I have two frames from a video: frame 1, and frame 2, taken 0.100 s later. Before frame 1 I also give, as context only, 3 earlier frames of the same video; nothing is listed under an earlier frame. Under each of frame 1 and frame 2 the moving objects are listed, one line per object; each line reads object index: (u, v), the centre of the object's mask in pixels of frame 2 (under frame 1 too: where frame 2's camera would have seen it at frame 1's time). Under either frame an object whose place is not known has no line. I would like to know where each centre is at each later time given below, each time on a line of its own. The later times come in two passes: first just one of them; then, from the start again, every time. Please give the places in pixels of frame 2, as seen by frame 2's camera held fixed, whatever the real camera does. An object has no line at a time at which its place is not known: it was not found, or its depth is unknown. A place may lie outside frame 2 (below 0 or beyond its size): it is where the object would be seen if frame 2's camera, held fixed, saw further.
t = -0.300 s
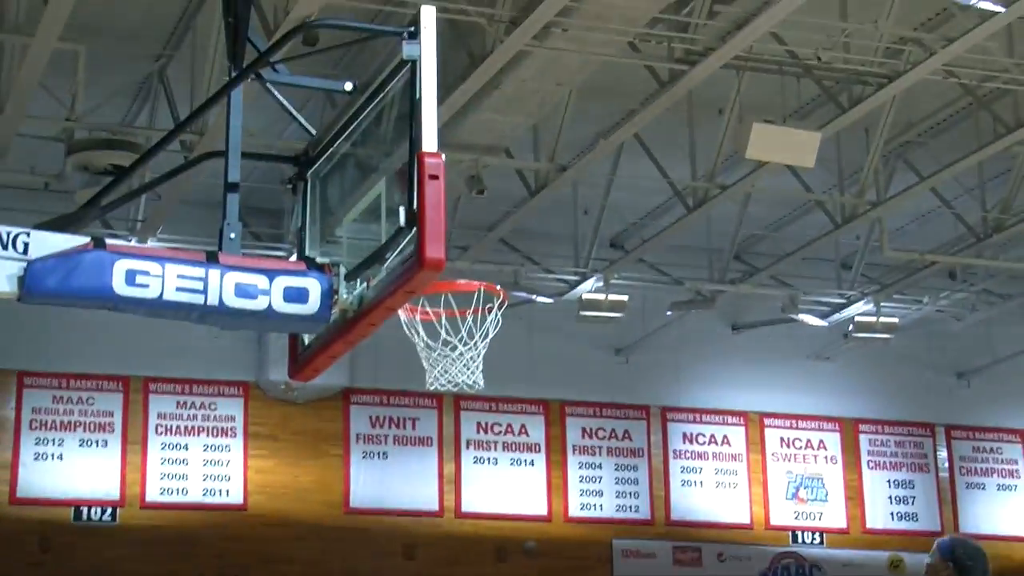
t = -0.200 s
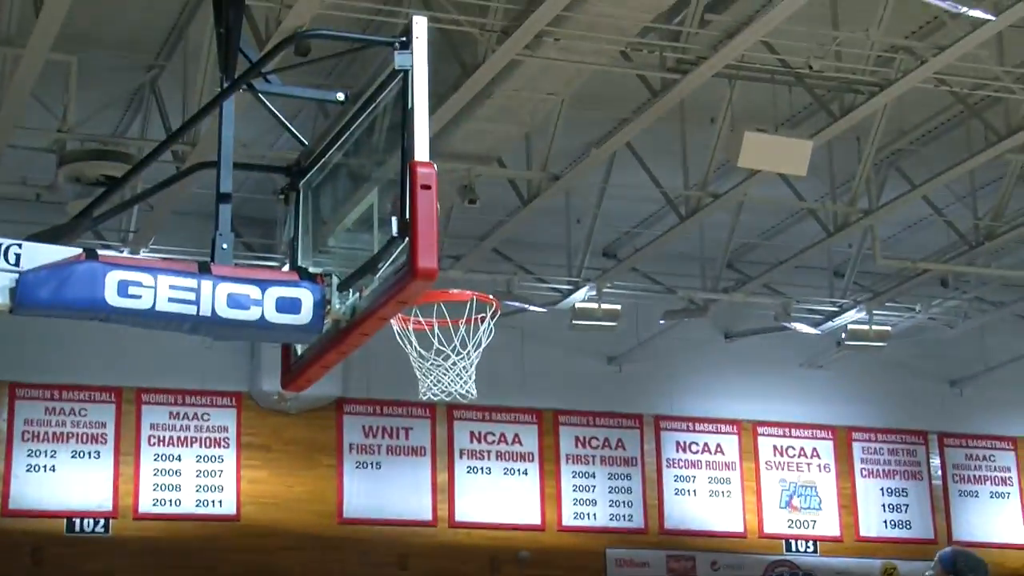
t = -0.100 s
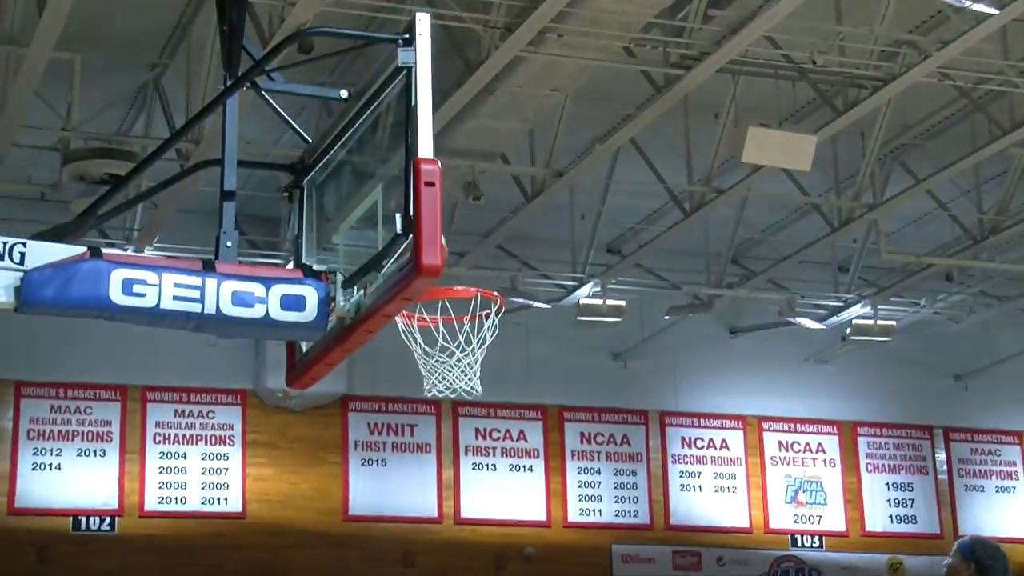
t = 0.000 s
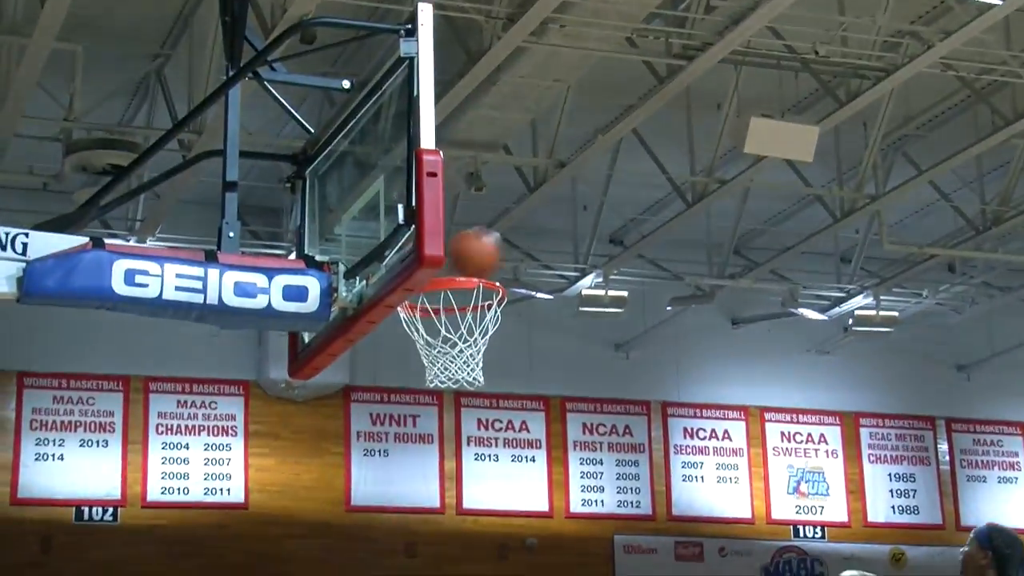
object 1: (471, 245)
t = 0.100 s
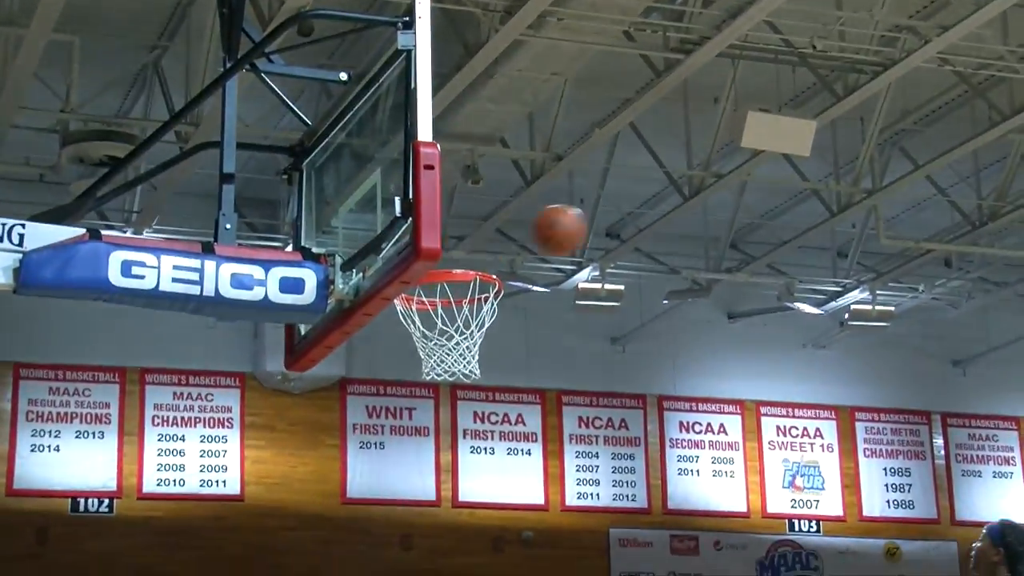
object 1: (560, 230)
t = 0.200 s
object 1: (644, 234)
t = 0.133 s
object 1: (589, 229)
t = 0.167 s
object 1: (617, 230)
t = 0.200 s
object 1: (644, 234)
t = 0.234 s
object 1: (670, 238)
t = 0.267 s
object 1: (697, 246)
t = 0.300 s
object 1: (722, 255)
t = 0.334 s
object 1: (748, 266)
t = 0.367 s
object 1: (772, 280)
